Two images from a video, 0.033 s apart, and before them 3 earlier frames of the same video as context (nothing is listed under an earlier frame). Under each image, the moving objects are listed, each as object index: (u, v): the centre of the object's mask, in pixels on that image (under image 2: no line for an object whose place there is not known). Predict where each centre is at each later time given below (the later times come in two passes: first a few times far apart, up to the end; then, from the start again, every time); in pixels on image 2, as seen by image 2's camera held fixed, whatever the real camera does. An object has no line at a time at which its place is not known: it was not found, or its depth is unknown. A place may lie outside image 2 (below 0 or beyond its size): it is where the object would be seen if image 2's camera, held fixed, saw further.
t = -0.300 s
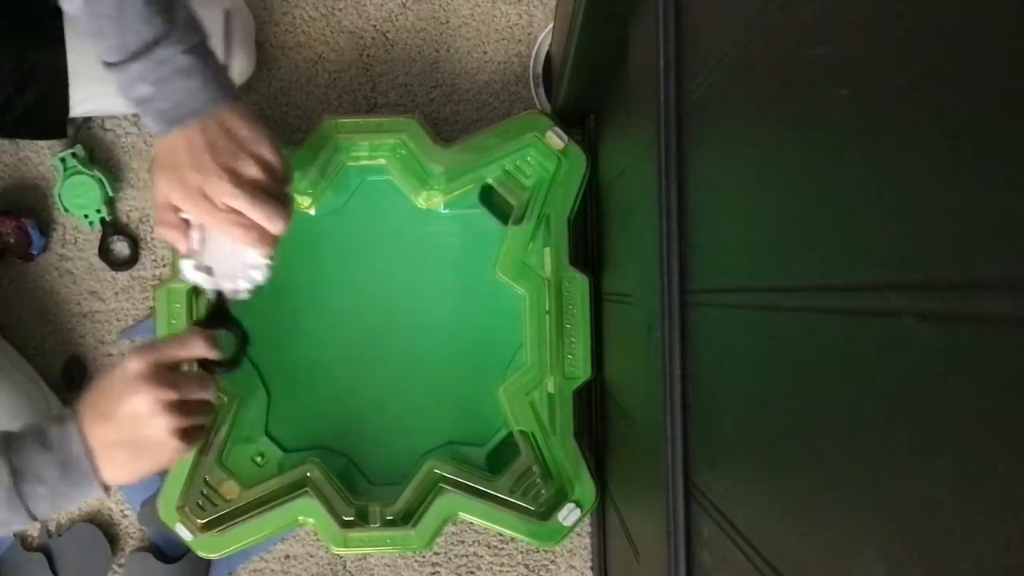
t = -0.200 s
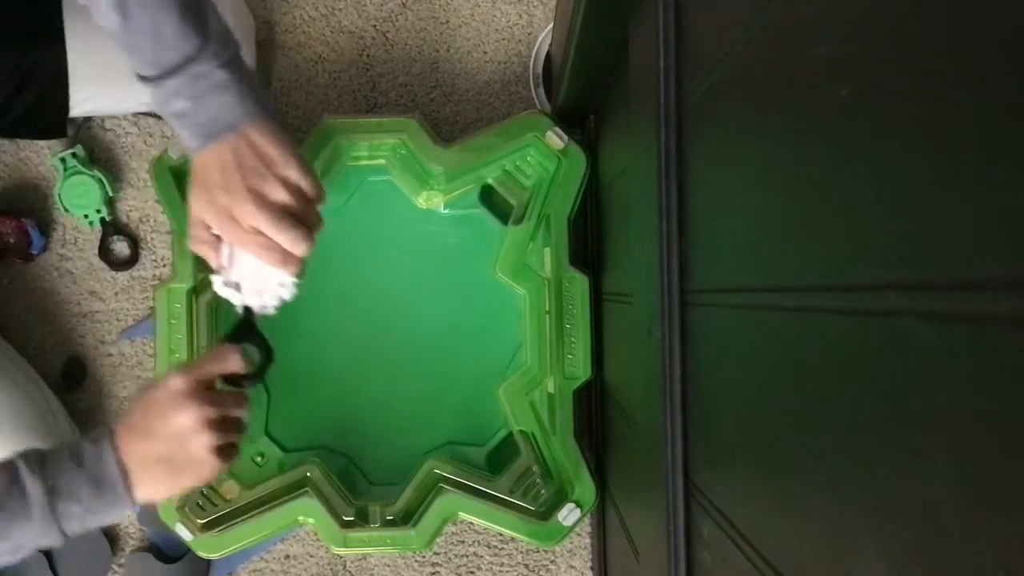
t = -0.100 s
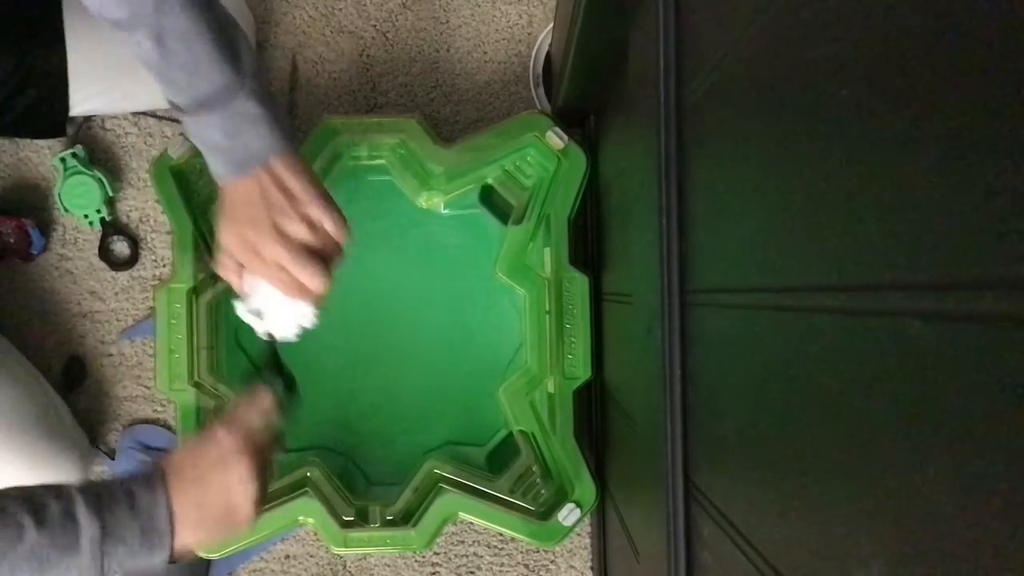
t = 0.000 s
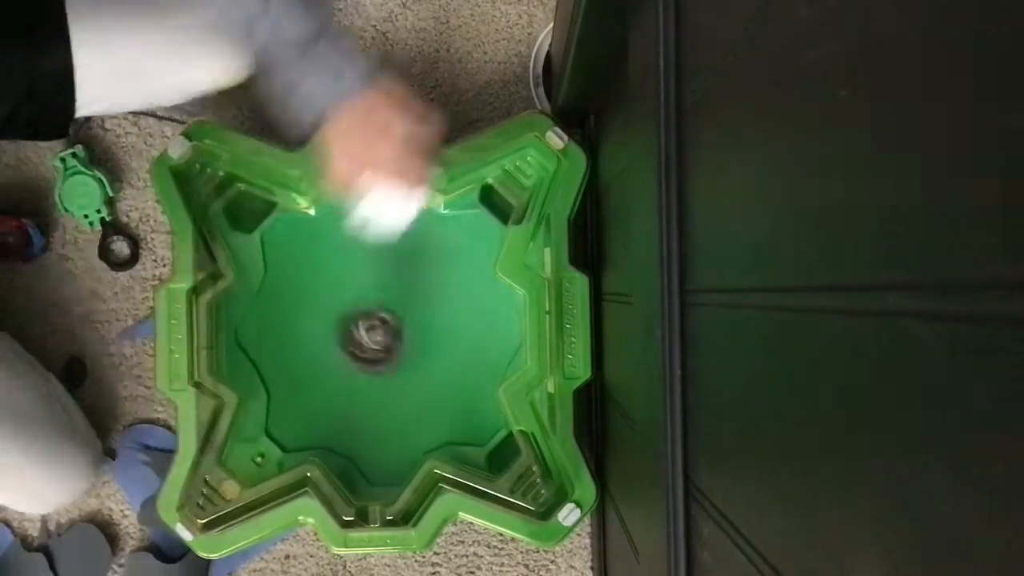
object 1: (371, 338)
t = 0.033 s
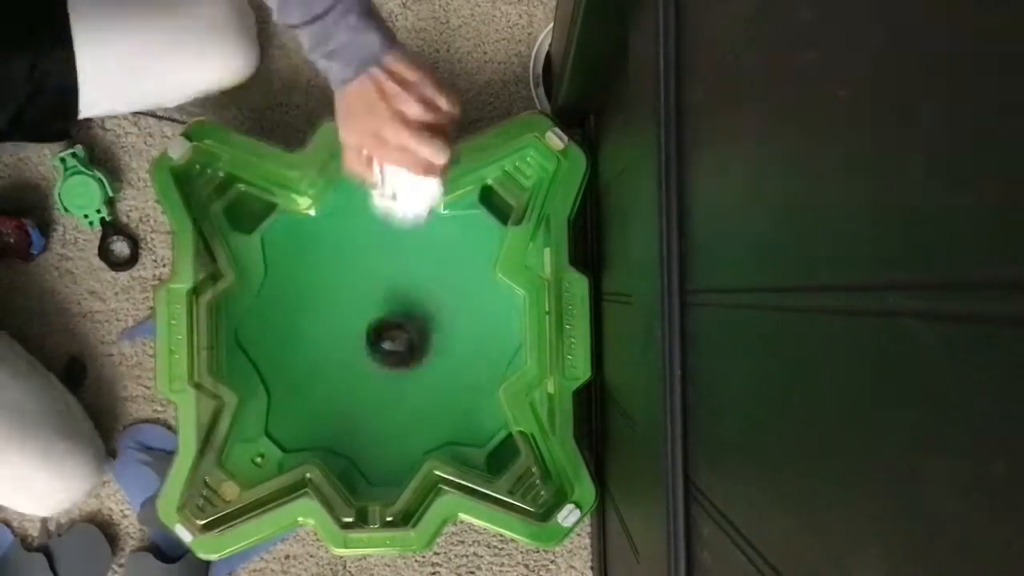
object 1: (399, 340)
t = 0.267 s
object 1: (506, 334)
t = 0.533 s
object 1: (453, 334)
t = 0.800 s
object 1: (385, 310)
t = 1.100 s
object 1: (333, 318)
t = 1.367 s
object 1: (350, 352)
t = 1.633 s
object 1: (401, 347)
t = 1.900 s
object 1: (415, 307)
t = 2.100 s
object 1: (391, 292)
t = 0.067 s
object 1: (415, 340)
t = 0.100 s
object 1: (435, 340)
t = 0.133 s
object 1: (455, 338)
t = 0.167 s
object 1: (477, 333)
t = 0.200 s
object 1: (493, 331)
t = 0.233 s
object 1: (500, 332)
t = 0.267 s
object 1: (506, 334)
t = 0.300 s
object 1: (510, 333)
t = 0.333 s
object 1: (506, 334)
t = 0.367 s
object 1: (501, 333)
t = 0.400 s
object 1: (494, 333)
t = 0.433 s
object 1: (484, 333)
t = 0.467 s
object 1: (473, 333)
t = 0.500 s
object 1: (463, 333)
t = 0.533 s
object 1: (453, 334)
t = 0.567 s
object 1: (443, 333)
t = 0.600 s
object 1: (434, 332)
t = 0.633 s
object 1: (424, 329)
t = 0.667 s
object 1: (416, 326)
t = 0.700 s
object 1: (408, 322)
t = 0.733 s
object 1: (401, 318)
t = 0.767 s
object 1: (393, 313)
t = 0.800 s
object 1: (385, 310)
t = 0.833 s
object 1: (378, 308)
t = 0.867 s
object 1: (370, 305)
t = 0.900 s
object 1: (362, 305)
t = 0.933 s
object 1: (355, 305)
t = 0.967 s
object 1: (349, 307)
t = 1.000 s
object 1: (343, 309)
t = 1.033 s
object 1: (339, 312)
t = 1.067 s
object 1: (336, 315)
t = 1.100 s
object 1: (333, 318)
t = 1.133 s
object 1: (332, 324)
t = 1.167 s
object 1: (332, 328)
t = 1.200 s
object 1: (334, 333)
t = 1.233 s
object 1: (335, 336)
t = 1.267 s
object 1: (337, 341)
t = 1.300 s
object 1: (340, 345)
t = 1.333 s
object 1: (344, 349)
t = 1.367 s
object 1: (350, 352)
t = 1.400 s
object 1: (355, 355)
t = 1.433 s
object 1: (362, 356)
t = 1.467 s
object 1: (368, 357)
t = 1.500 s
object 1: (375, 357)
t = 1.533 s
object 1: (381, 356)
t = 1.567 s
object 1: (388, 354)
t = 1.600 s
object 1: (395, 351)
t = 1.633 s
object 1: (401, 347)
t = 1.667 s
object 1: (406, 343)
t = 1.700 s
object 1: (409, 338)
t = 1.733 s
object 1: (413, 333)
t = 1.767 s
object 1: (415, 327)
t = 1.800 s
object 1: (417, 322)
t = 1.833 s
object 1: (418, 316)
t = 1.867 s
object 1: (416, 312)
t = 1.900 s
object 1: (415, 307)
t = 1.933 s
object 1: (412, 302)
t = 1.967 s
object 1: (409, 299)
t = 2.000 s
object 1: (406, 296)
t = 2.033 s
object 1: (402, 295)
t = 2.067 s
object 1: (397, 293)
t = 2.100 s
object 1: (391, 292)
